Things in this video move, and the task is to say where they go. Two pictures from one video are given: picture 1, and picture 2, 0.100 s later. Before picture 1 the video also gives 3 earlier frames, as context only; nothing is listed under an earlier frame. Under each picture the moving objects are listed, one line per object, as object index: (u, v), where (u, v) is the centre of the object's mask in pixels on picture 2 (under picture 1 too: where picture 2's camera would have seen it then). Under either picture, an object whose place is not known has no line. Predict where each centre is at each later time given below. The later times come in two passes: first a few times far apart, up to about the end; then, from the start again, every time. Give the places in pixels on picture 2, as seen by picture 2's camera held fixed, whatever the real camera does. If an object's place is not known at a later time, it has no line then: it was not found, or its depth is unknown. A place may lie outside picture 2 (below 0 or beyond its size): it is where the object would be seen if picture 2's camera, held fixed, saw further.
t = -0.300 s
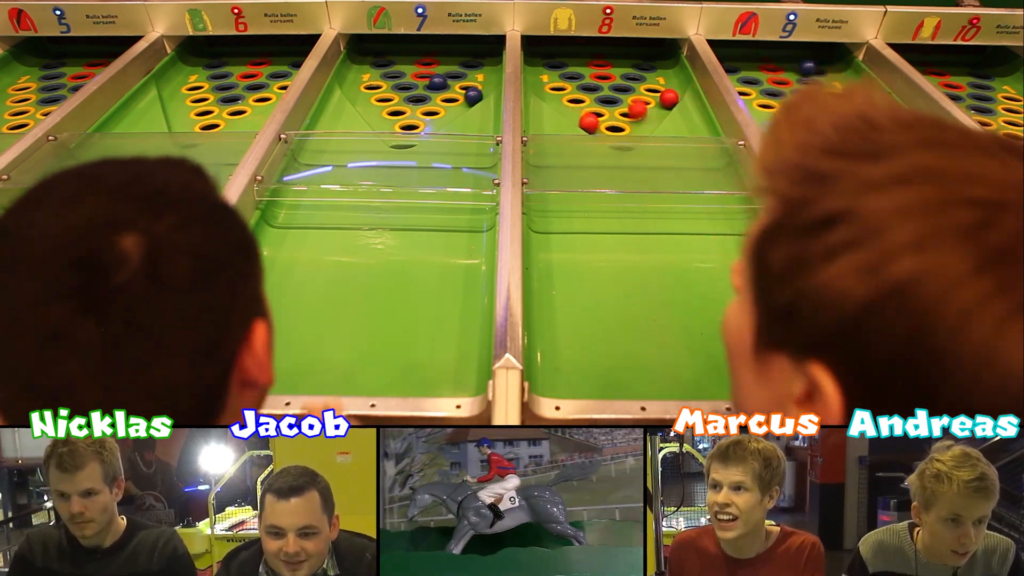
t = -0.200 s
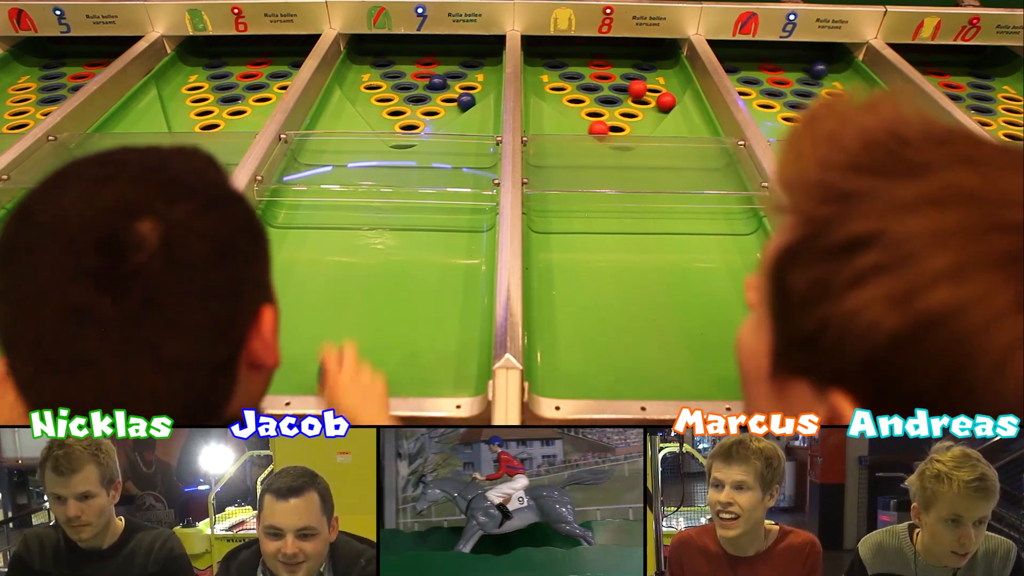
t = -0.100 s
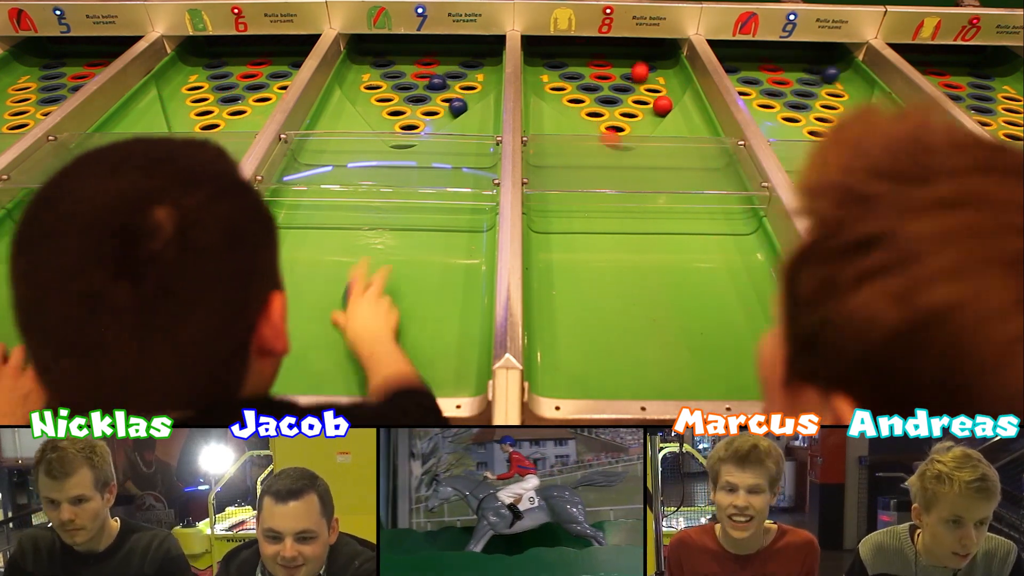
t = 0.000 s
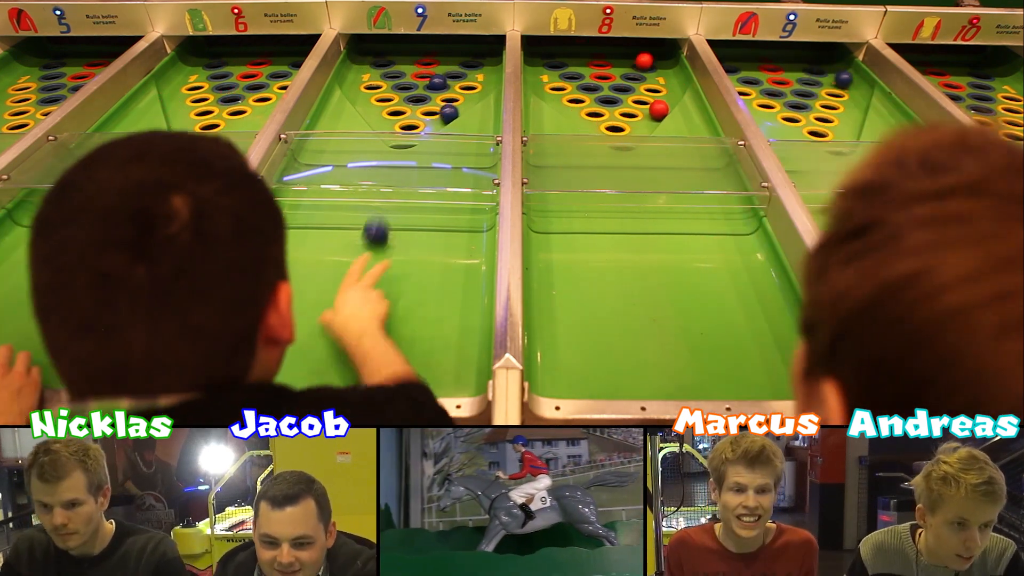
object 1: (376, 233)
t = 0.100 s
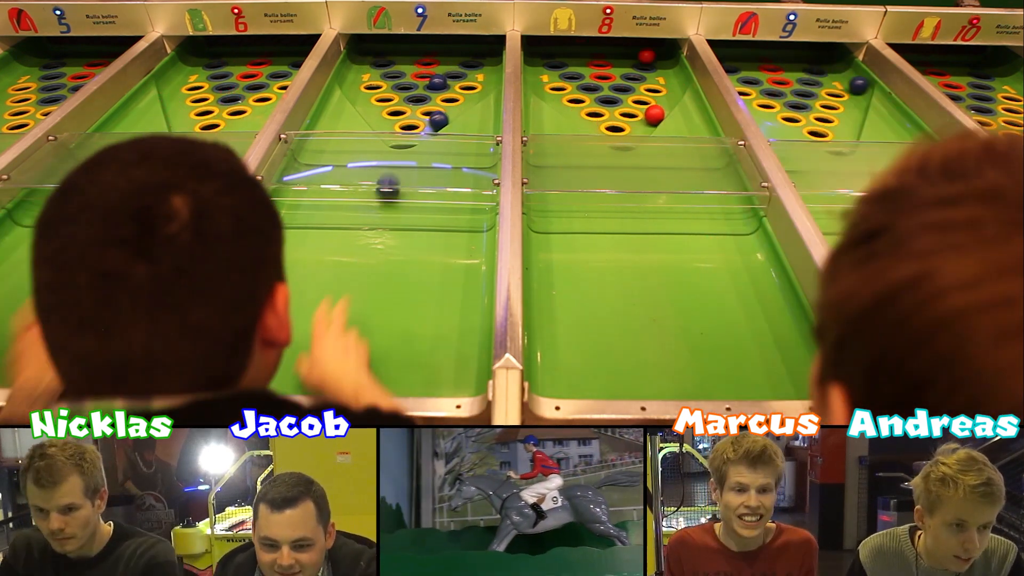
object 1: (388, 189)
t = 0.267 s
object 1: (401, 139)
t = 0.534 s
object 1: (350, 119)
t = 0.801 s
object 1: (335, 103)
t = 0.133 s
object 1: (391, 178)
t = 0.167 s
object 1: (394, 167)
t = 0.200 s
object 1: (397, 156)
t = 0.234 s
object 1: (399, 147)
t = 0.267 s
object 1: (401, 139)
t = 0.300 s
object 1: (396, 131)
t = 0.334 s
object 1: (387, 128)
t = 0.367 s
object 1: (379, 129)
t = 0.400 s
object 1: (373, 127)
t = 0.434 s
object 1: (367, 124)
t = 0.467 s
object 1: (361, 122)
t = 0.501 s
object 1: (356, 121)
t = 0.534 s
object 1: (350, 119)
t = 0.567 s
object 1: (345, 117)
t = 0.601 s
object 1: (340, 114)
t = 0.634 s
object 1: (335, 111)
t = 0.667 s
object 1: (330, 108)
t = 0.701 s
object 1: (330, 104)
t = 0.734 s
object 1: (332, 103)
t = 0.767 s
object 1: (334, 104)
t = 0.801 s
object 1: (335, 103)
